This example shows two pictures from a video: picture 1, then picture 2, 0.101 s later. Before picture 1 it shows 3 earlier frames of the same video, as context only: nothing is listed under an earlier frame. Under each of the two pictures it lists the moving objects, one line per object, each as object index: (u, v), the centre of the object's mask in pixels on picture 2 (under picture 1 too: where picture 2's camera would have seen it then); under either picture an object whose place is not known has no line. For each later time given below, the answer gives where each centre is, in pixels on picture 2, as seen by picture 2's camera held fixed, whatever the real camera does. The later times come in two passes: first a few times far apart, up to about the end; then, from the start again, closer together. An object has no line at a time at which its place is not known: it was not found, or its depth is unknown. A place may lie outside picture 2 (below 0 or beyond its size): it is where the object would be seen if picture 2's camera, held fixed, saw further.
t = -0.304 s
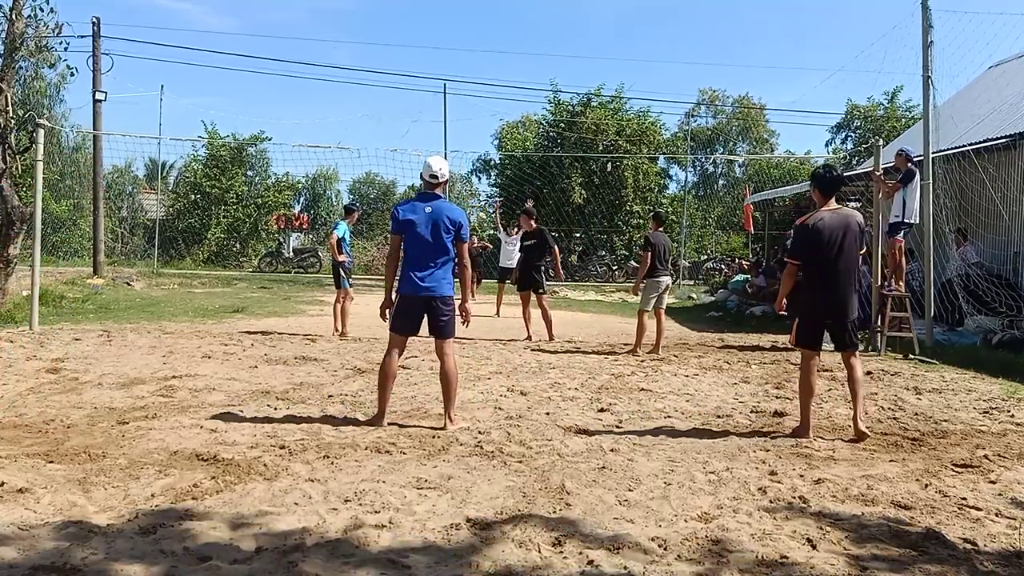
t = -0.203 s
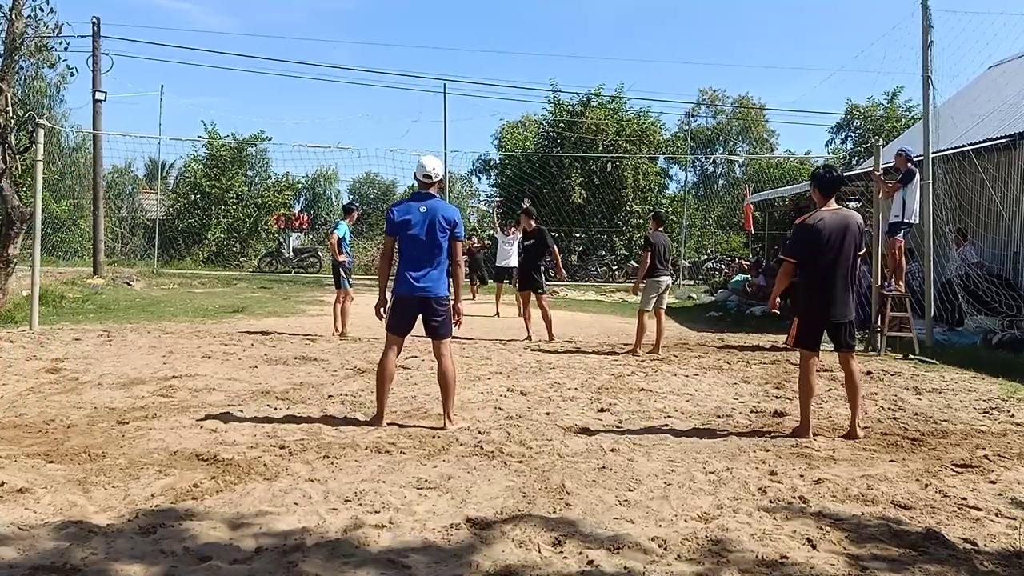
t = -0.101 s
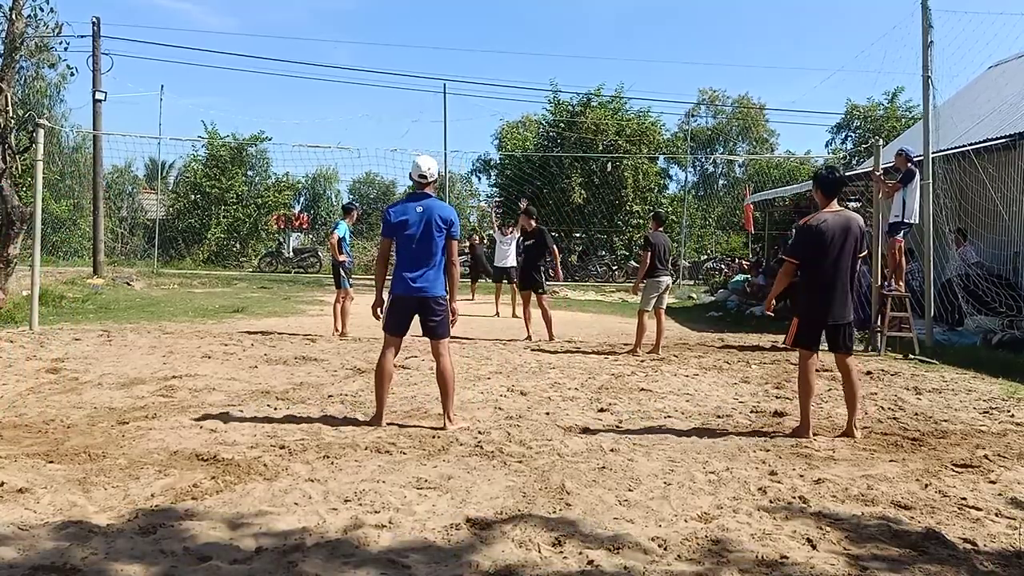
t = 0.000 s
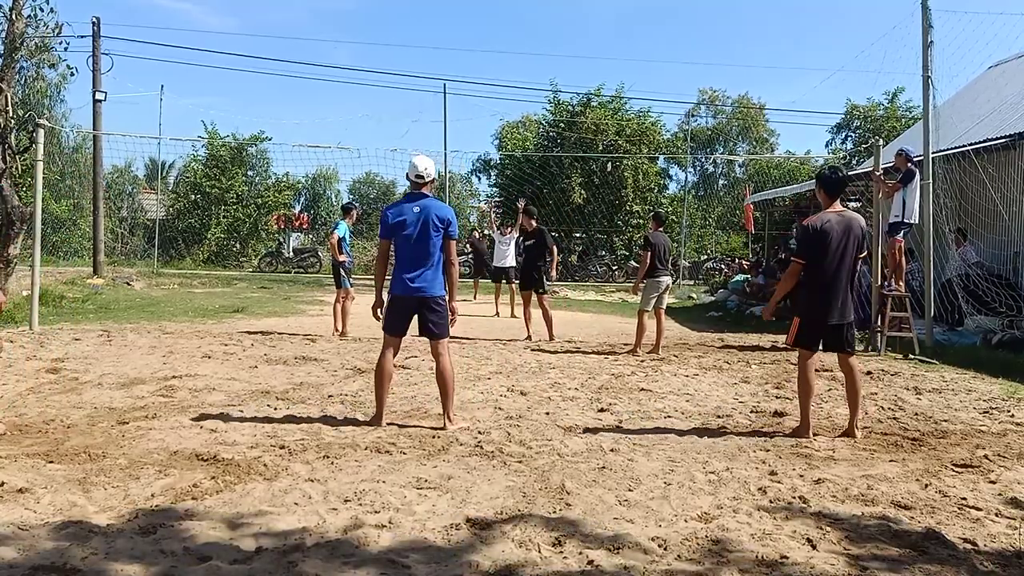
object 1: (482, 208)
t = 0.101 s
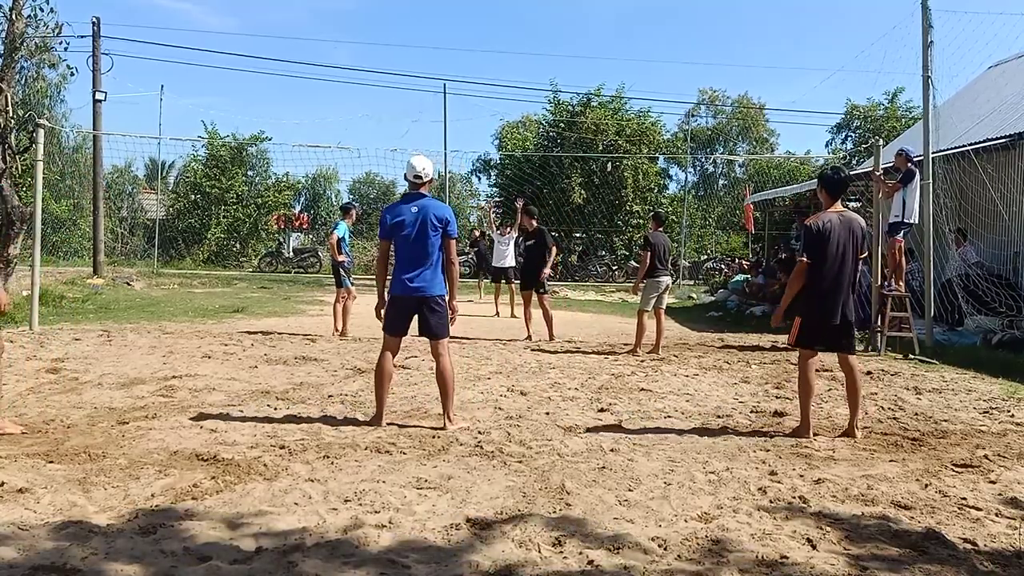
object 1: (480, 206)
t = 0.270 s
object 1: (473, 164)
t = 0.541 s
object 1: (459, 121)
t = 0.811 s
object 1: (422, 108)
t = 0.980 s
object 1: (384, 132)
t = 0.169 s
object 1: (478, 189)
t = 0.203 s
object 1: (477, 181)
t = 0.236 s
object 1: (475, 173)
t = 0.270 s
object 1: (473, 164)
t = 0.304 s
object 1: (472, 158)
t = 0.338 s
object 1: (471, 151)
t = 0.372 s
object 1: (469, 145)
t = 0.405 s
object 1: (467, 139)
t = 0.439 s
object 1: (466, 134)
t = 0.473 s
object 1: (464, 129)
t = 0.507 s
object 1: (461, 125)
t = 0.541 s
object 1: (459, 121)
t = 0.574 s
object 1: (456, 117)
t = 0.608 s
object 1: (453, 114)
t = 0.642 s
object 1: (448, 111)
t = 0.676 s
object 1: (444, 109)
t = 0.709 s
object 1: (439, 108)
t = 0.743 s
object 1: (434, 107)
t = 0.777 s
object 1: (428, 107)
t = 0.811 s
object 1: (422, 108)
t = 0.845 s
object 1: (416, 110)
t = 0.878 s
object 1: (408, 113)
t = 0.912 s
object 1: (401, 117)
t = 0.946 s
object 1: (393, 123)
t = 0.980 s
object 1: (384, 132)
